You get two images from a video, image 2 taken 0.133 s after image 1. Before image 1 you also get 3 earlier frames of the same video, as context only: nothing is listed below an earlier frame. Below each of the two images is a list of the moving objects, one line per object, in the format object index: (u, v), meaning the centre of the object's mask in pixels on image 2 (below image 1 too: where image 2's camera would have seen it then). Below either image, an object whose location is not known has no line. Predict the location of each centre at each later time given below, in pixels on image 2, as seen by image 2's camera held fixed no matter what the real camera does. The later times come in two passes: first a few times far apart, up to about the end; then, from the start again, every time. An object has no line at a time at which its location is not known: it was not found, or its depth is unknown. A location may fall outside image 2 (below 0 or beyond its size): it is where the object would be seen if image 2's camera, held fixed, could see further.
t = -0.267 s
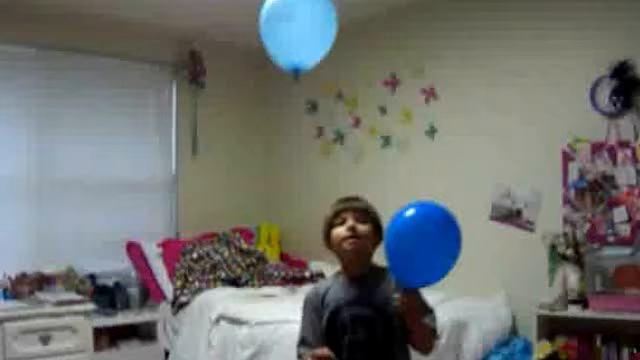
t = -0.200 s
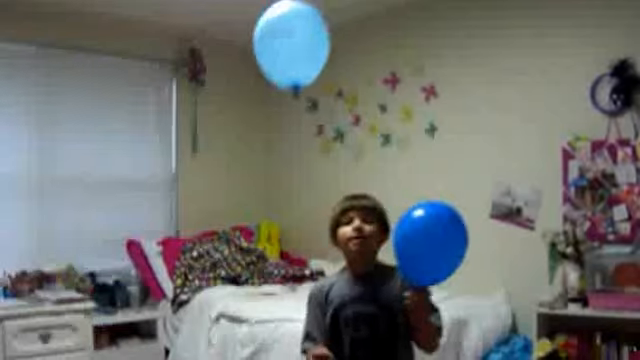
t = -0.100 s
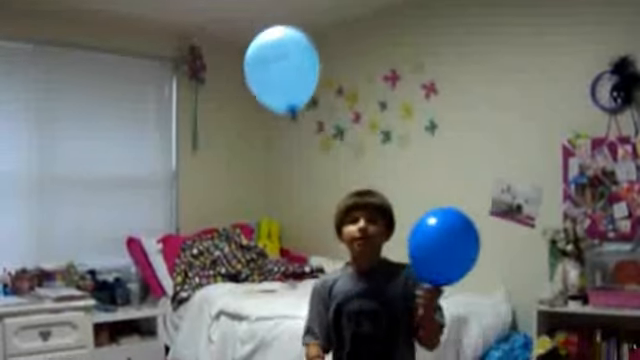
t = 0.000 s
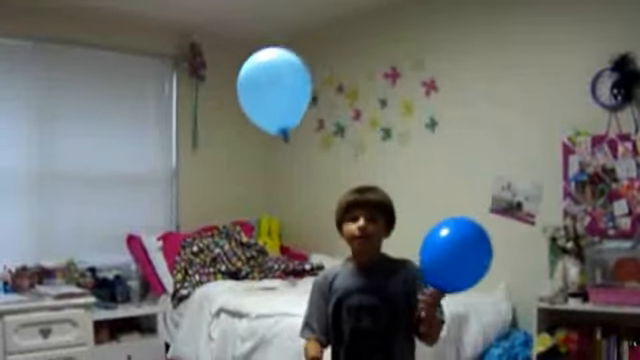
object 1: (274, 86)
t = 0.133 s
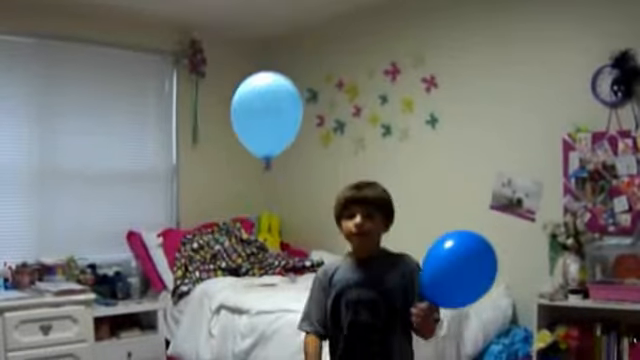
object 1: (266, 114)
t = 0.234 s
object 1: (261, 133)
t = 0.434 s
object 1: (247, 169)
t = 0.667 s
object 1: (232, 201)
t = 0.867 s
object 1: (226, 226)
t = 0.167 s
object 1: (265, 121)
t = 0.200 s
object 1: (263, 126)
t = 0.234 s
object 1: (261, 133)
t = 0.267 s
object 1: (259, 140)
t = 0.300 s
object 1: (257, 146)
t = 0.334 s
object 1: (255, 152)
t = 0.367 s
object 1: (253, 157)
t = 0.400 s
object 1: (250, 163)
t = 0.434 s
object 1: (247, 169)
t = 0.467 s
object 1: (245, 173)
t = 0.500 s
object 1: (242, 178)
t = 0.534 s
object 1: (240, 183)
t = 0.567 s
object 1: (238, 188)
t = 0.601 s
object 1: (236, 193)
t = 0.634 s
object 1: (234, 197)
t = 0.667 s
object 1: (232, 201)
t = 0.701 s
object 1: (231, 206)
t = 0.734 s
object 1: (230, 210)
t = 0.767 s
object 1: (229, 214)
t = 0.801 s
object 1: (228, 218)
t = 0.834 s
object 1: (227, 221)
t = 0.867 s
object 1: (226, 226)
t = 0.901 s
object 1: (226, 229)
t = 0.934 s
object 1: (225, 234)
